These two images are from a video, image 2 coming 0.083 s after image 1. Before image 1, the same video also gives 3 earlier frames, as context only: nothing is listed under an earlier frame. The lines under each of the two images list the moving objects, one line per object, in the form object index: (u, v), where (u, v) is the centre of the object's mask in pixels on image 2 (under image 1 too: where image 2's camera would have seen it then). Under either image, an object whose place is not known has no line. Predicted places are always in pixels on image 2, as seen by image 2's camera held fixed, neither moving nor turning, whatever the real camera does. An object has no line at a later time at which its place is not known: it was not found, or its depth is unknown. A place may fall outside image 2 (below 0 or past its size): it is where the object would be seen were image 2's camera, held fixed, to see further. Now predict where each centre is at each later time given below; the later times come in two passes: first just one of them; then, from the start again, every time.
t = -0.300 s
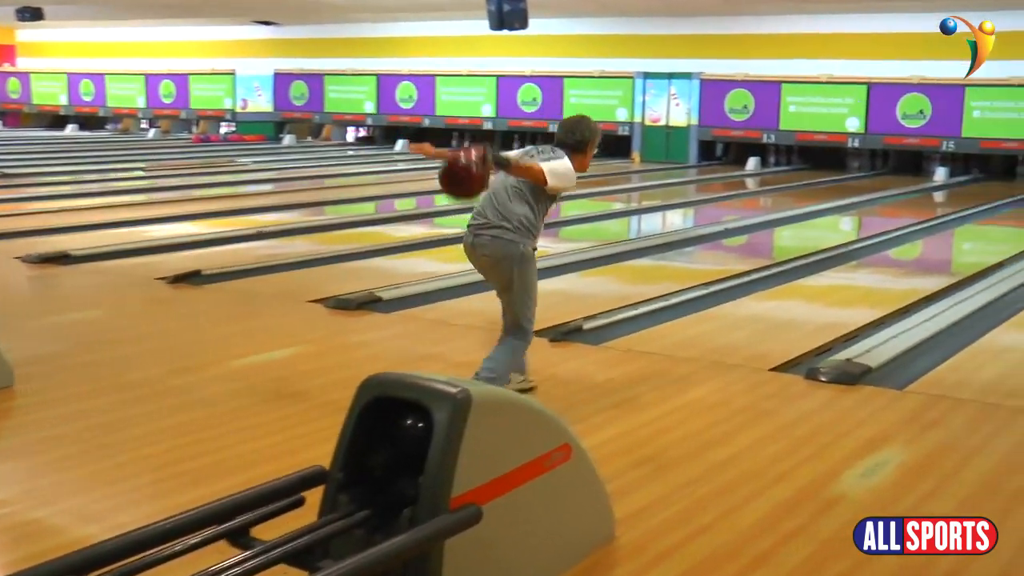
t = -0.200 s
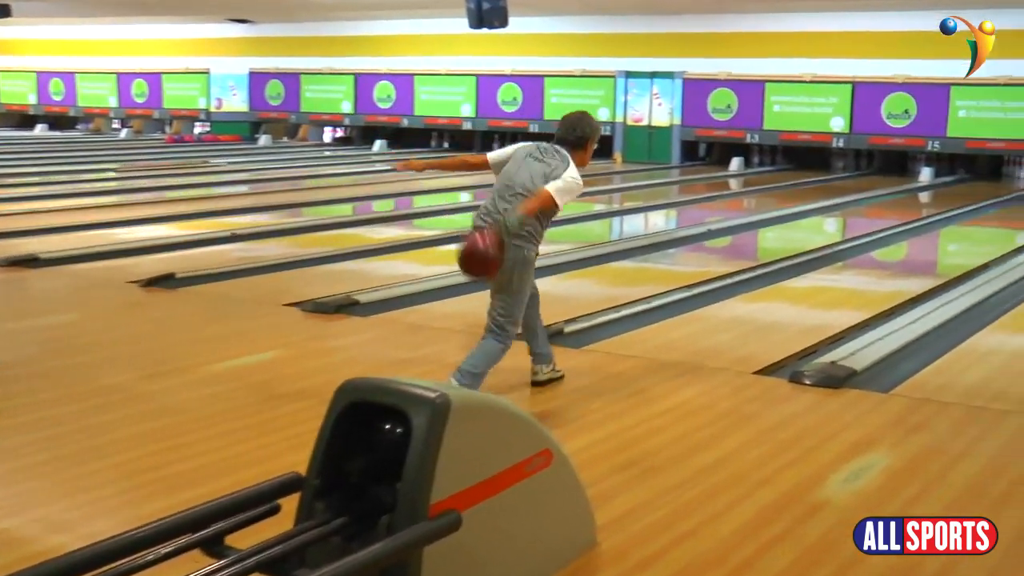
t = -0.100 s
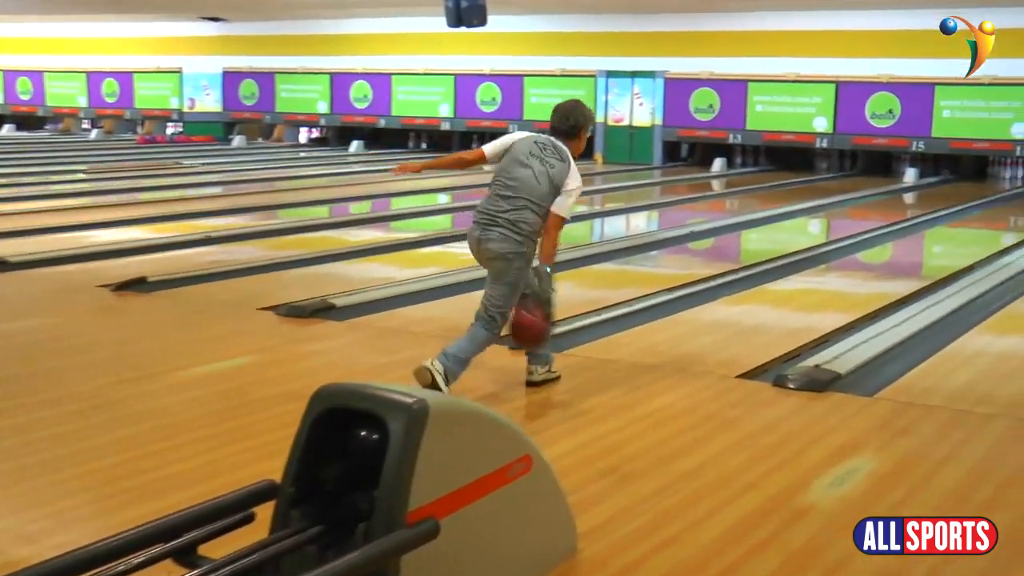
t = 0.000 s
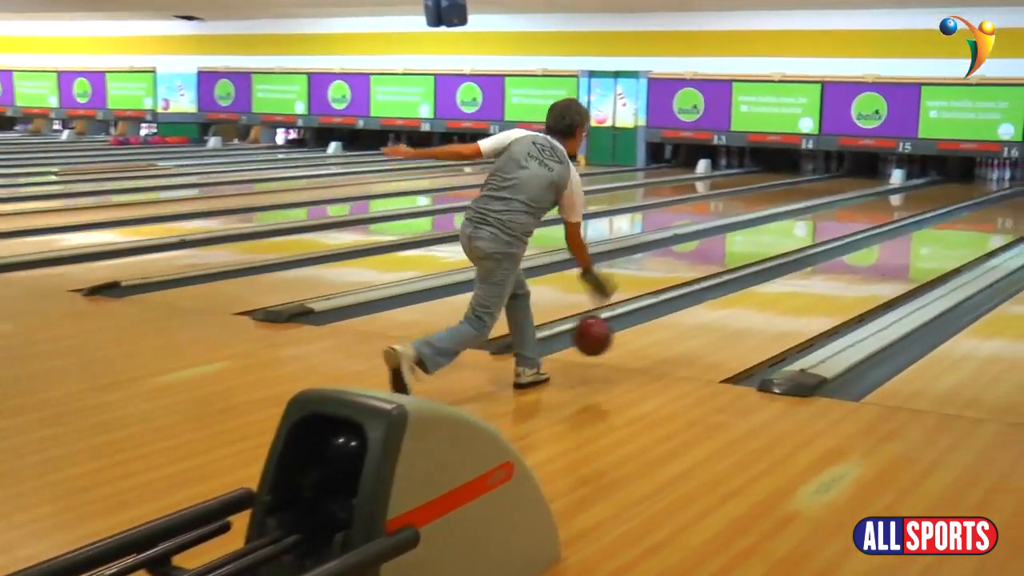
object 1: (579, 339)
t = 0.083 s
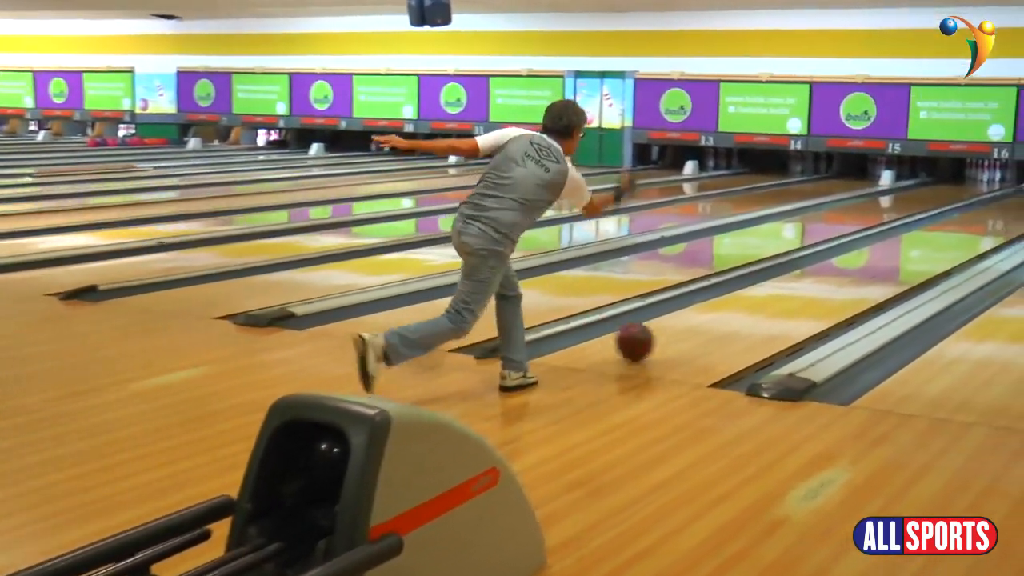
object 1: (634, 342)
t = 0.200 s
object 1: (699, 320)
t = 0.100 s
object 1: (644, 339)
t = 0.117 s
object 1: (655, 335)
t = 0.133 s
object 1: (664, 332)
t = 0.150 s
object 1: (673, 329)
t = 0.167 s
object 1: (682, 326)
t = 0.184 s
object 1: (691, 323)
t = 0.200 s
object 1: (699, 320)
